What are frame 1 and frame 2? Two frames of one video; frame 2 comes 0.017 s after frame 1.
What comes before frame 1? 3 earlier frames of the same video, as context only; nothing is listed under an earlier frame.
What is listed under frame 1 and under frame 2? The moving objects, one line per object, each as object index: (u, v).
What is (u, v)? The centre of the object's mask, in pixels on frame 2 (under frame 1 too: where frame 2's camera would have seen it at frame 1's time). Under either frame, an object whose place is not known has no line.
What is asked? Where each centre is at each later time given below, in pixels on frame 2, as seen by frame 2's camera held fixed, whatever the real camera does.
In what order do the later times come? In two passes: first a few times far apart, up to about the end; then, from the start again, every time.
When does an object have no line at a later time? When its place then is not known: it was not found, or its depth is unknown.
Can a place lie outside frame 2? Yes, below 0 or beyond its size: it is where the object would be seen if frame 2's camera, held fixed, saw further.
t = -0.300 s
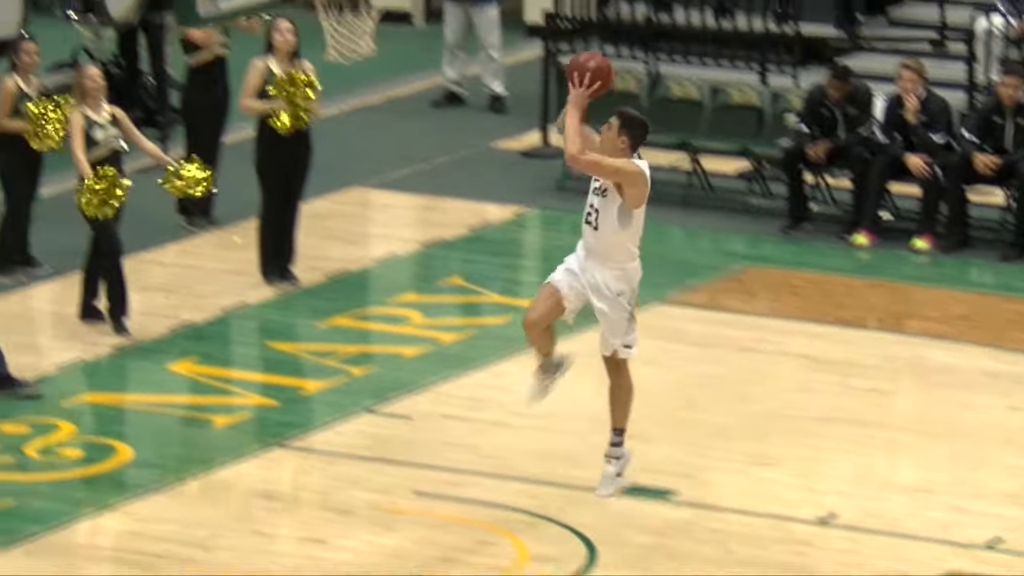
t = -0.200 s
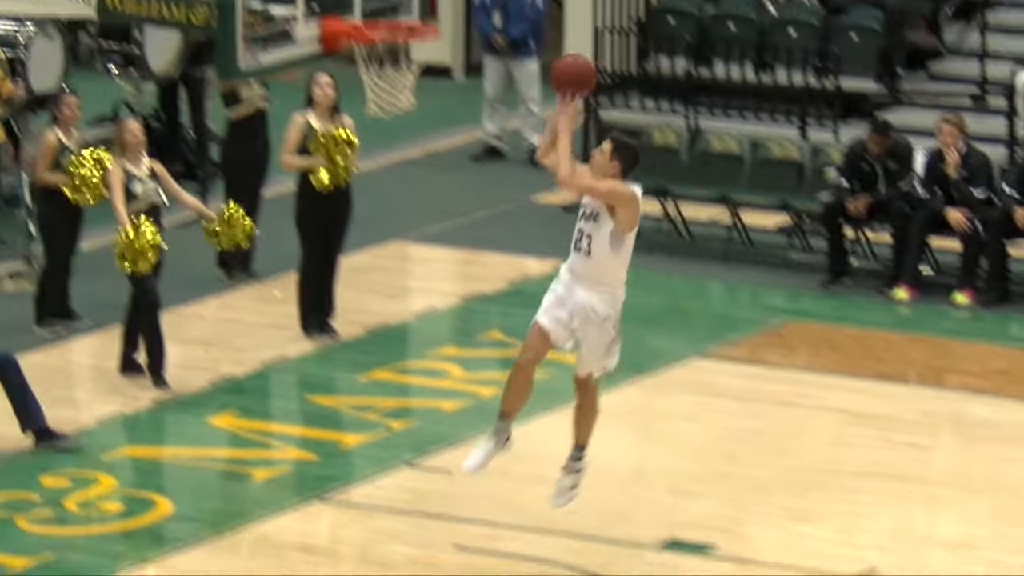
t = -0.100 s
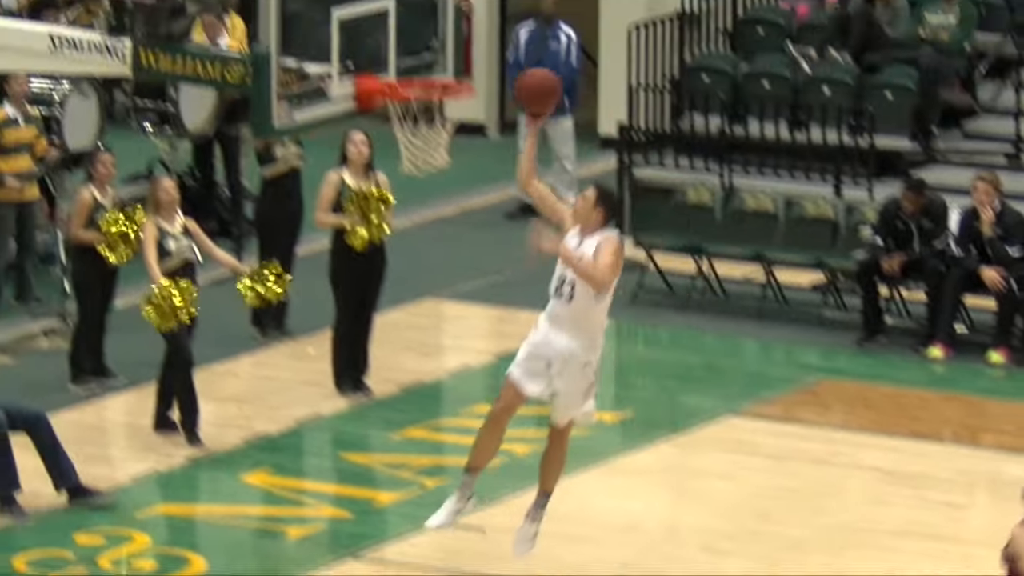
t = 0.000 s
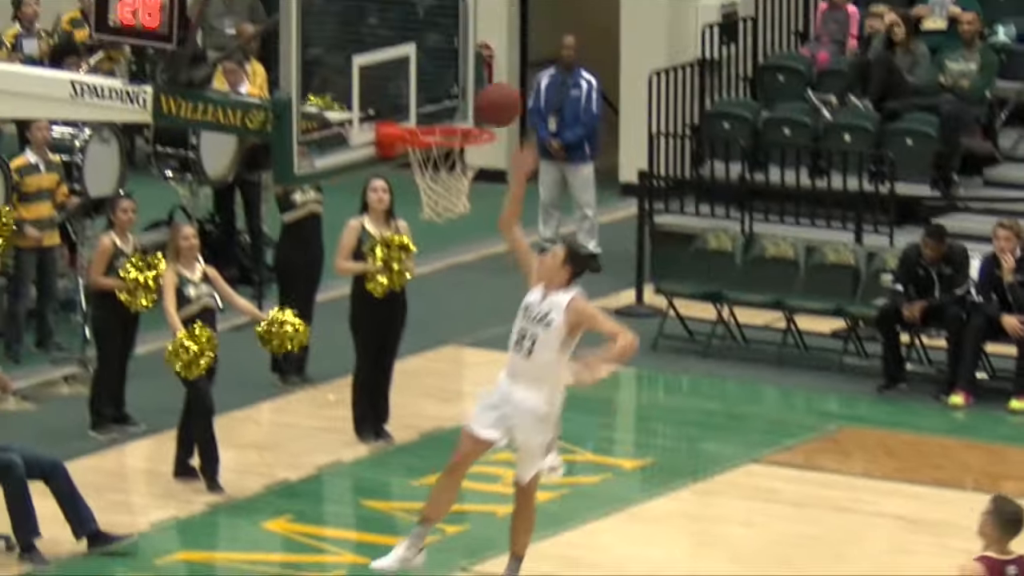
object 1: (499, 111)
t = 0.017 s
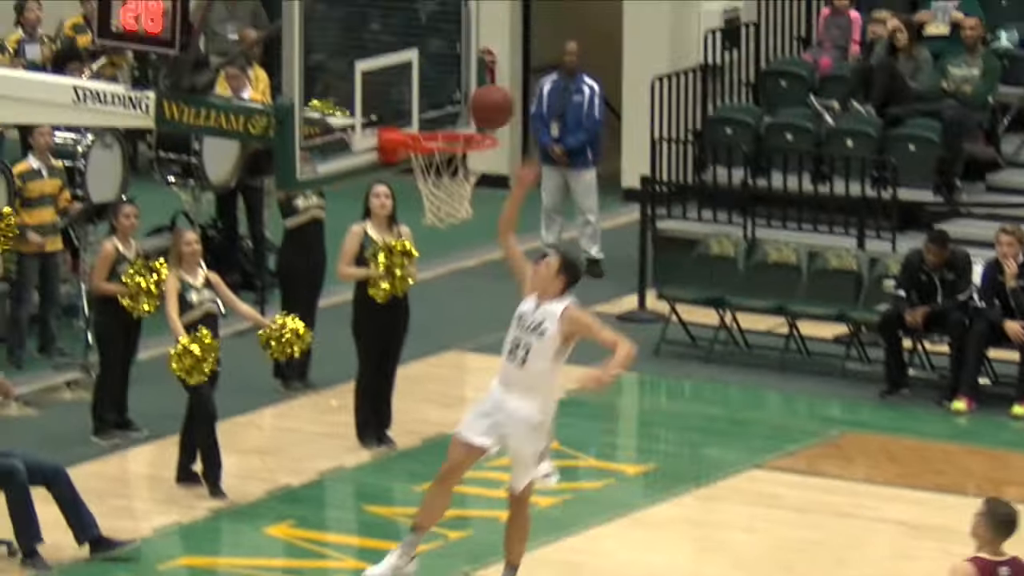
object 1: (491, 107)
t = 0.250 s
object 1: (464, 109)
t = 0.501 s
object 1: (445, 128)
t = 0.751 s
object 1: (437, 133)
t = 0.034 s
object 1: (482, 106)
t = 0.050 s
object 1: (473, 102)
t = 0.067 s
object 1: (463, 100)
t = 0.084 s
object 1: (453, 100)
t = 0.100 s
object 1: (445, 99)
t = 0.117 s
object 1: (436, 99)
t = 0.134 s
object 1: (437, 99)
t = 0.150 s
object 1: (441, 98)
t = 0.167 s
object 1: (444, 99)
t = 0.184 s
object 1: (449, 100)
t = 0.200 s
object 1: (452, 102)
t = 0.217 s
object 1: (456, 103)
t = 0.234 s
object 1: (460, 106)
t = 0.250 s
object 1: (464, 109)
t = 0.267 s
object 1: (469, 114)
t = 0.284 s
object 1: (471, 117)
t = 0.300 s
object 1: (475, 121)
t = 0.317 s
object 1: (477, 124)
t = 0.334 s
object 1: (475, 124)
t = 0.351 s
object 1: (472, 124)
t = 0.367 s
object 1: (468, 125)
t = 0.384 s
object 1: (465, 125)
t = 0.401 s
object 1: (463, 126)
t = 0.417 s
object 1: (459, 127)
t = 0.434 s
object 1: (454, 128)
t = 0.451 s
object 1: (452, 129)
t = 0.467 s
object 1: (450, 129)
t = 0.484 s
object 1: (447, 128)
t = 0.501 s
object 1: (445, 128)
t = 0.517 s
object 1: (441, 127)
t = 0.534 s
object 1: (438, 127)
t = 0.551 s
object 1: (435, 127)
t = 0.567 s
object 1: (431, 127)
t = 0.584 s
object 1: (430, 128)
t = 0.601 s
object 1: (430, 128)
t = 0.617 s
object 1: (430, 128)
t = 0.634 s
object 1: (430, 128)
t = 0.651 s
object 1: (431, 128)
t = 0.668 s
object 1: (431, 129)
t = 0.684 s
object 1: (431, 129)
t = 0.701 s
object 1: (431, 130)
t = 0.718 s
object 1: (432, 132)
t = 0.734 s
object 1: (434, 132)
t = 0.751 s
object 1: (437, 133)
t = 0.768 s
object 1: (440, 140)
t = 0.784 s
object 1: (442, 145)
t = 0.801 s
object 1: (446, 151)
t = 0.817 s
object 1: (447, 153)
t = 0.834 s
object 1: (453, 161)
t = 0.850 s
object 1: (452, 166)
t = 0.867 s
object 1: (452, 167)
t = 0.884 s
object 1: (454, 167)
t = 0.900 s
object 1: (456, 167)
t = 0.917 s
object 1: (463, 177)
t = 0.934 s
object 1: (462, 181)
